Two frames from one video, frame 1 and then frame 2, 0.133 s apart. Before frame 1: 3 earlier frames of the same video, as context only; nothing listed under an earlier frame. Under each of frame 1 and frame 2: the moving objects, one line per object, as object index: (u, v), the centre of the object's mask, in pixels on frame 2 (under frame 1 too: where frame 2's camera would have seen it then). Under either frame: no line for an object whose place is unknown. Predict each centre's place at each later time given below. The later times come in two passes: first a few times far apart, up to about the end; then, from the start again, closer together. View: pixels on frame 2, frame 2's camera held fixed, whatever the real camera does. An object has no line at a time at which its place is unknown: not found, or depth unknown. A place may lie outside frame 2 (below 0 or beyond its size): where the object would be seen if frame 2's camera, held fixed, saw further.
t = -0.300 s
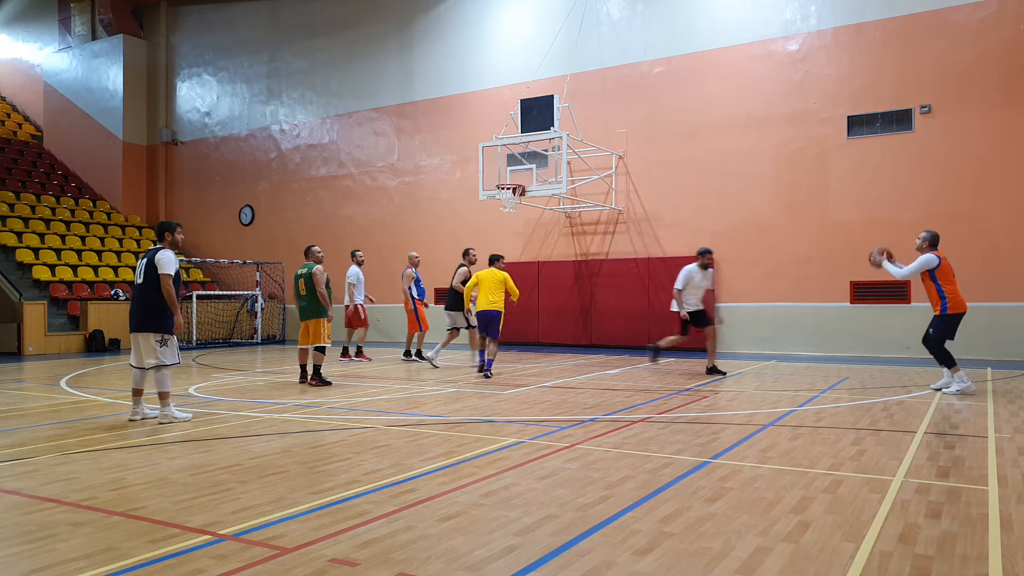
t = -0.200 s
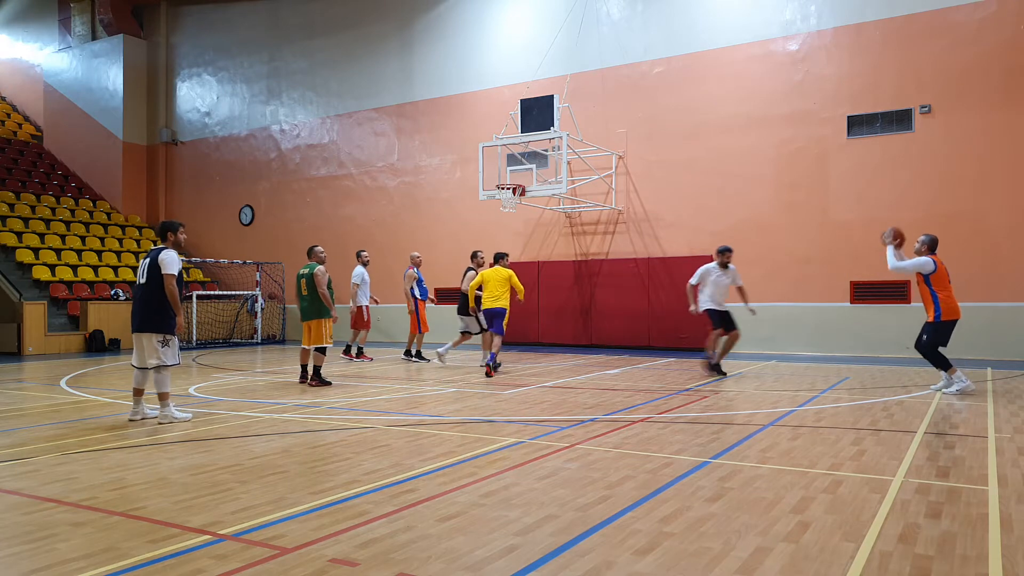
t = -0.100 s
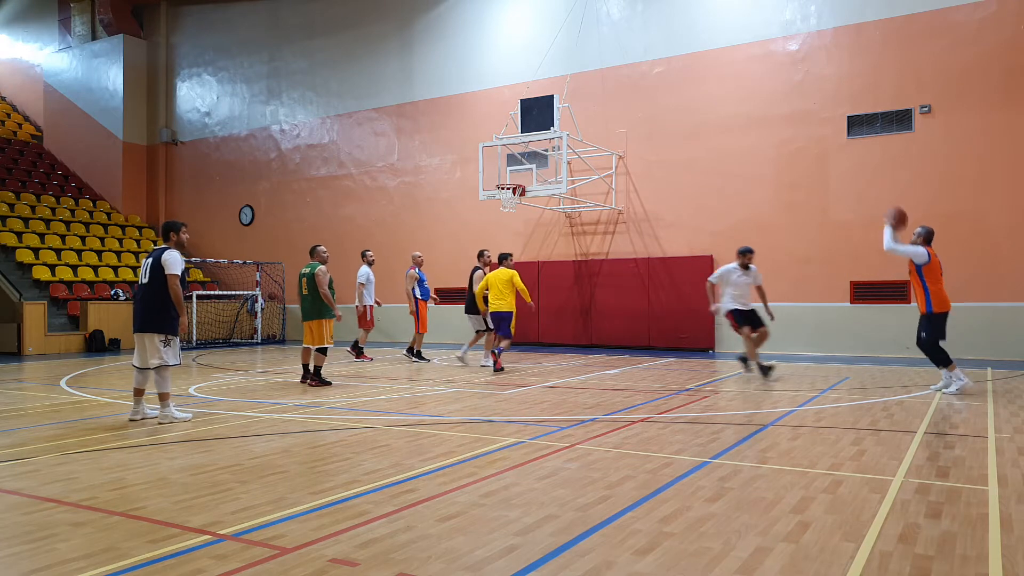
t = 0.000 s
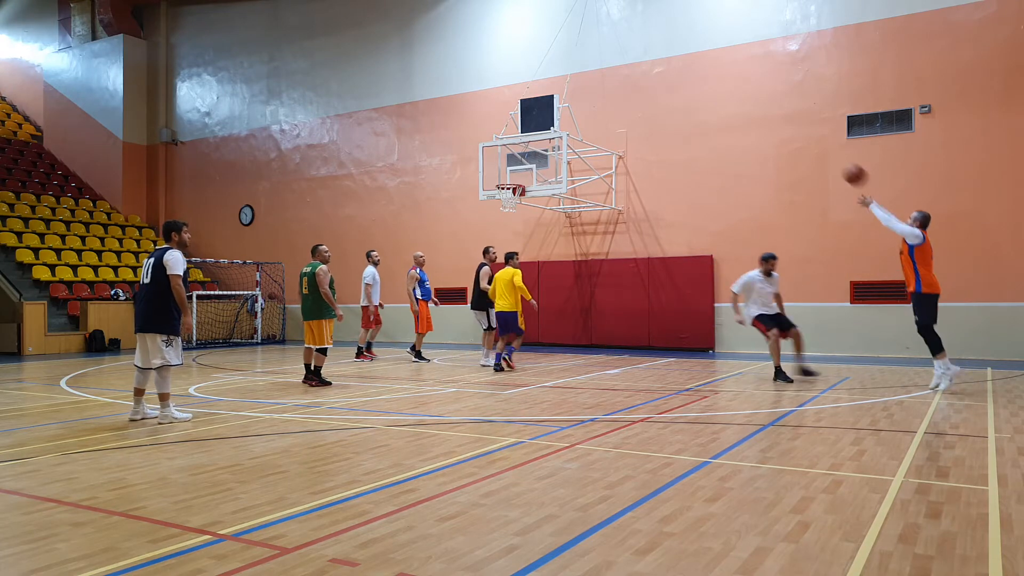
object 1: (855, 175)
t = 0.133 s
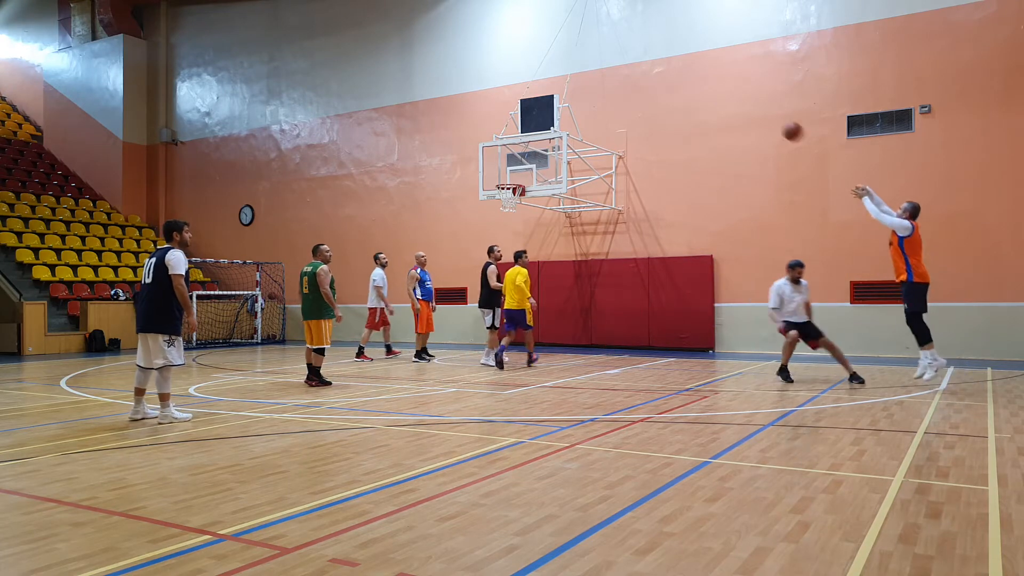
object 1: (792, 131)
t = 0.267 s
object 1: (737, 105)
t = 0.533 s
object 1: (645, 96)
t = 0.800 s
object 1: (571, 131)
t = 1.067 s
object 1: (514, 171)
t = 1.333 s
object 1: (484, 156)
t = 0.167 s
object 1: (777, 122)
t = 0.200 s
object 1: (763, 116)
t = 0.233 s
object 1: (750, 110)
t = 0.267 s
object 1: (737, 105)
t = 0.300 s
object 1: (724, 101)
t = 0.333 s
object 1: (712, 98)
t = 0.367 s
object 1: (700, 96)
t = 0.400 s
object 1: (688, 94)
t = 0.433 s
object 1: (677, 94)
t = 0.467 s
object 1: (666, 94)
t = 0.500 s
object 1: (655, 95)
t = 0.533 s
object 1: (645, 96)
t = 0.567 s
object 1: (635, 99)
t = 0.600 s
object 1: (625, 102)
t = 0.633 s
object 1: (615, 106)
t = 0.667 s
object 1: (606, 110)
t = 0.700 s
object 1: (597, 114)
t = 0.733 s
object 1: (588, 119)
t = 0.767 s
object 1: (579, 125)
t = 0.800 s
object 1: (571, 131)
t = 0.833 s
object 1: (562, 138)
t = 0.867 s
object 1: (554, 145)
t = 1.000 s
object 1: (523, 178)
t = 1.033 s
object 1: (518, 176)
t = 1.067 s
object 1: (514, 171)
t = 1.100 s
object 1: (510, 167)
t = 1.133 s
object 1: (506, 164)
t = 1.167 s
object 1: (503, 162)
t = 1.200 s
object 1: (499, 159)
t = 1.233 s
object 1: (495, 158)
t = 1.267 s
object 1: (491, 157)
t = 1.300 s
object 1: (488, 156)
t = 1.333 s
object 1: (484, 156)
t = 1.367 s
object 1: (480, 156)
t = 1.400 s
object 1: (477, 157)
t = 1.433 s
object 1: (473, 159)
